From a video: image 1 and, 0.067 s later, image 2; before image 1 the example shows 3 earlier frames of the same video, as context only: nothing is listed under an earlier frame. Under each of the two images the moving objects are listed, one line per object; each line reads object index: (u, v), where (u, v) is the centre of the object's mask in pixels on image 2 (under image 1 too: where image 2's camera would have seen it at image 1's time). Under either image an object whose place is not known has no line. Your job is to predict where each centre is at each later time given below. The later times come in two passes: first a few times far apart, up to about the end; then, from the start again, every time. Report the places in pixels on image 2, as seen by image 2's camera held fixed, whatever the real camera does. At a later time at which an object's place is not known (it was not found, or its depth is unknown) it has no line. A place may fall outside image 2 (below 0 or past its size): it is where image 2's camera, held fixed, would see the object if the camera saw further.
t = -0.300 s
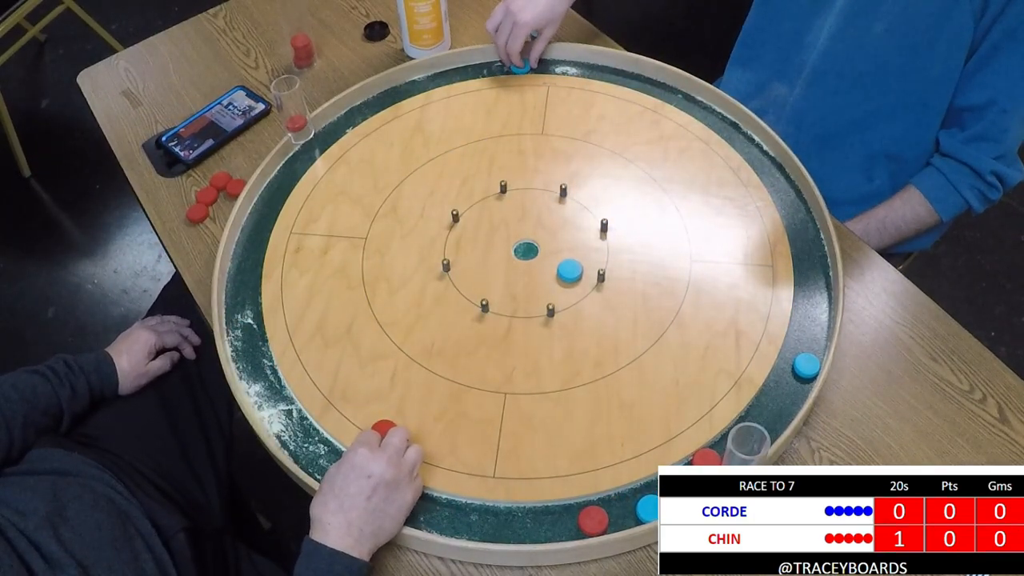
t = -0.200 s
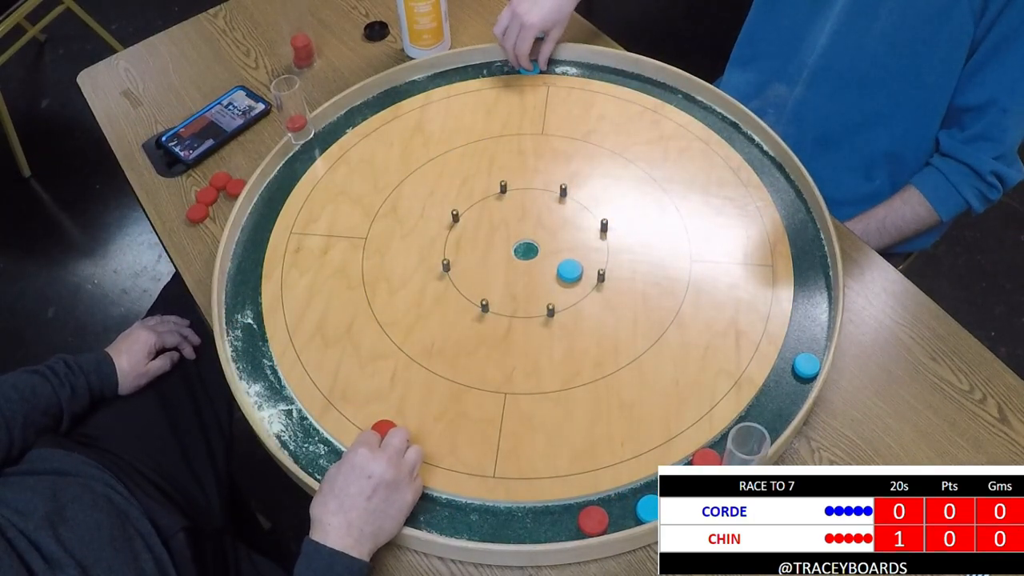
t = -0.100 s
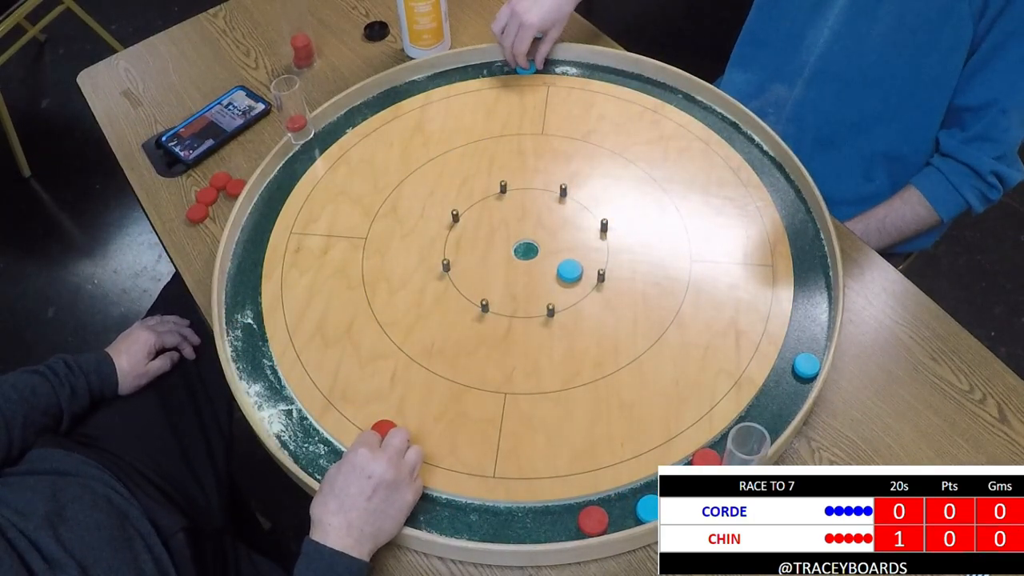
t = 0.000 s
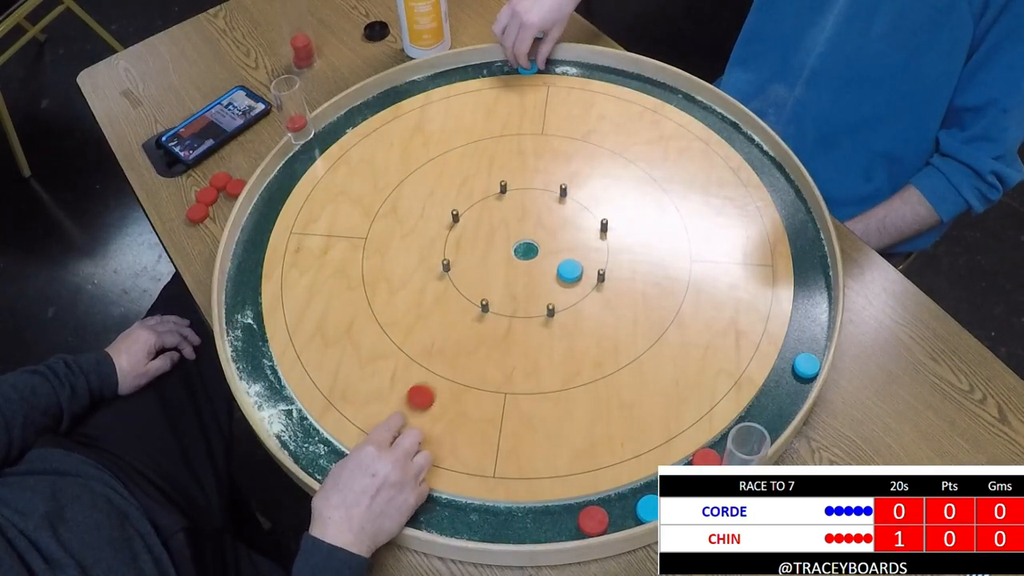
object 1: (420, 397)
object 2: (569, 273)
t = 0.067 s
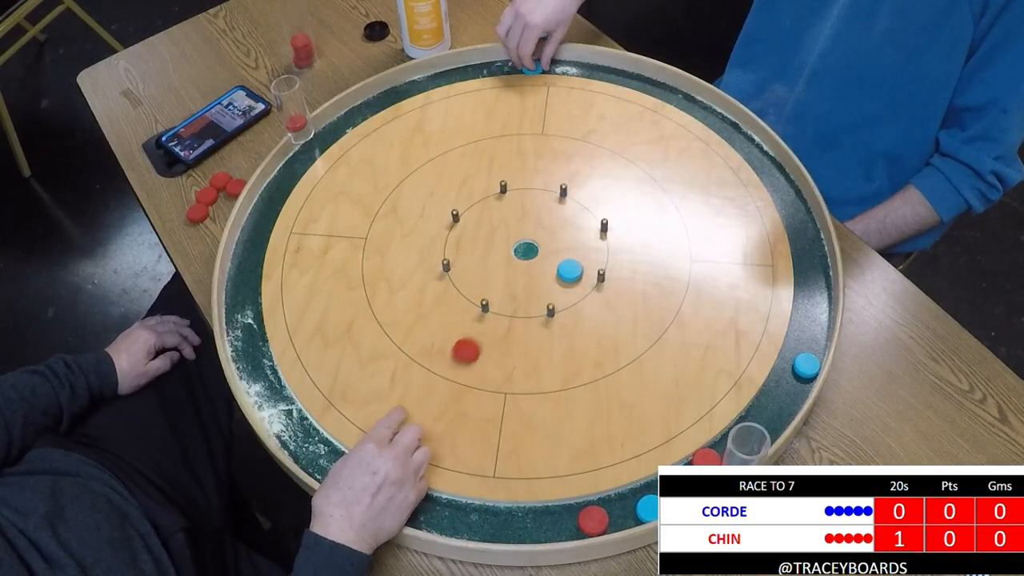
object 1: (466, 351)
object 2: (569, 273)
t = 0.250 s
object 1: (544, 249)
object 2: (586, 270)
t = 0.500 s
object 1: (543, 165)
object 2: (573, 232)
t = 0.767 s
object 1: (541, 129)
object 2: (566, 221)
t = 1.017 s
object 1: (540, 127)
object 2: (566, 221)
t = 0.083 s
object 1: (476, 340)
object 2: (569, 273)
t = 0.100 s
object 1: (487, 329)
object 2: (569, 273)
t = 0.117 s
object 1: (497, 319)
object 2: (569, 273)
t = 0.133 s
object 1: (507, 309)
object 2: (569, 273)
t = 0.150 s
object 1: (516, 299)
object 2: (569, 273)
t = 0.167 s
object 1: (525, 290)
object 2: (569, 273)
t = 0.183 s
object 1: (533, 281)
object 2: (569, 273)
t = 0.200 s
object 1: (542, 272)
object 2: (570, 273)
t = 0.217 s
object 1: (543, 264)
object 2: (576, 273)
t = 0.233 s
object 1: (543, 256)
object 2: (582, 272)
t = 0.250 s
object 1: (544, 249)
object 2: (586, 270)
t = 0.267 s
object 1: (544, 242)
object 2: (585, 266)
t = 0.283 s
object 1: (544, 235)
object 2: (584, 262)
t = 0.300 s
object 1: (544, 228)
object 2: (583, 259)
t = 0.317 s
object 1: (544, 222)
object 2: (582, 256)
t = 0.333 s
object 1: (544, 216)
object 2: (581, 253)
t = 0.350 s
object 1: (544, 210)
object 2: (580, 250)
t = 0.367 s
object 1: (544, 203)
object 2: (579, 247)
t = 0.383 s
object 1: (544, 198)
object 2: (578, 245)
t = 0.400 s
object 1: (544, 193)
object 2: (577, 242)
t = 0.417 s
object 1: (543, 187)
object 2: (577, 240)
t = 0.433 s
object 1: (543, 183)
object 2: (576, 238)
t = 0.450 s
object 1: (543, 178)
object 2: (575, 237)
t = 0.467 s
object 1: (543, 173)
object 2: (574, 235)
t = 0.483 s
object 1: (543, 169)
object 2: (573, 233)
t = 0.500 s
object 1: (543, 165)
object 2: (573, 232)
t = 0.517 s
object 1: (543, 161)
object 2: (572, 230)
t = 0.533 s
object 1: (543, 158)
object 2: (571, 229)
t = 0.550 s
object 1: (543, 154)
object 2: (570, 228)
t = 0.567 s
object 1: (543, 151)
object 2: (570, 227)
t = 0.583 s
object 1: (542, 148)
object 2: (569, 225)
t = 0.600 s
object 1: (542, 146)
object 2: (569, 224)
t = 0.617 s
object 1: (542, 143)
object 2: (568, 223)
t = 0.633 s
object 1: (542, 141)
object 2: (568, 223)
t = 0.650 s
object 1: (542, 139)
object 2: (568, 222)
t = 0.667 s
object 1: (542, 137)
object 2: (567, 221)
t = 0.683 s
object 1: (542, 135)
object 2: (567, 221)
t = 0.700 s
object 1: (541, 133)
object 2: (567, 221)
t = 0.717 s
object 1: (541, 132)
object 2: (567, 221)
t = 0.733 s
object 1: (541, 131)
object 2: (566, 221)
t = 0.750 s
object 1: (541, 130)
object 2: (566, 221)
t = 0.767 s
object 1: (541, 129)
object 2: (566, 221)
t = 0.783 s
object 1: (541, 128)
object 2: (566, 221)
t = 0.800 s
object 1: (540, 128)
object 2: (566, 221)
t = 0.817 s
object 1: (540, 127)
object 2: (566, 220)
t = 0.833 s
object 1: (540, 127)
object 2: (566, 221)
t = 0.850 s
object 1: (540, 127)
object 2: (566, 221)
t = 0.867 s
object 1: (540, 127)
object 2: (566, 221)
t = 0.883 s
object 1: (540, 127)
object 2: (566, 221)
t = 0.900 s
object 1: (540, 127)
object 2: (566, 221)
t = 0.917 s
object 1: (540, 127)
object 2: (566, 221)
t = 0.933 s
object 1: (540, 127)
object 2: (566, 220)
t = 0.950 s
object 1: (540, 127)
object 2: (566, 220)
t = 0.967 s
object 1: (540, 127)
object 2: (566, 221)
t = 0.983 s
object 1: (540, 127)
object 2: (566, 221)
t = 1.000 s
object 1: (540, 127)
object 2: (566, 221)
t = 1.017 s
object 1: (540, 127)
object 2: (566, 221)
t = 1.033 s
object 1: (540, 127)
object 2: (566, 220)
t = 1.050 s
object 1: (540, 127)
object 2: (566, 220)
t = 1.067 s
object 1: (540, 127)
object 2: (566, 220)
